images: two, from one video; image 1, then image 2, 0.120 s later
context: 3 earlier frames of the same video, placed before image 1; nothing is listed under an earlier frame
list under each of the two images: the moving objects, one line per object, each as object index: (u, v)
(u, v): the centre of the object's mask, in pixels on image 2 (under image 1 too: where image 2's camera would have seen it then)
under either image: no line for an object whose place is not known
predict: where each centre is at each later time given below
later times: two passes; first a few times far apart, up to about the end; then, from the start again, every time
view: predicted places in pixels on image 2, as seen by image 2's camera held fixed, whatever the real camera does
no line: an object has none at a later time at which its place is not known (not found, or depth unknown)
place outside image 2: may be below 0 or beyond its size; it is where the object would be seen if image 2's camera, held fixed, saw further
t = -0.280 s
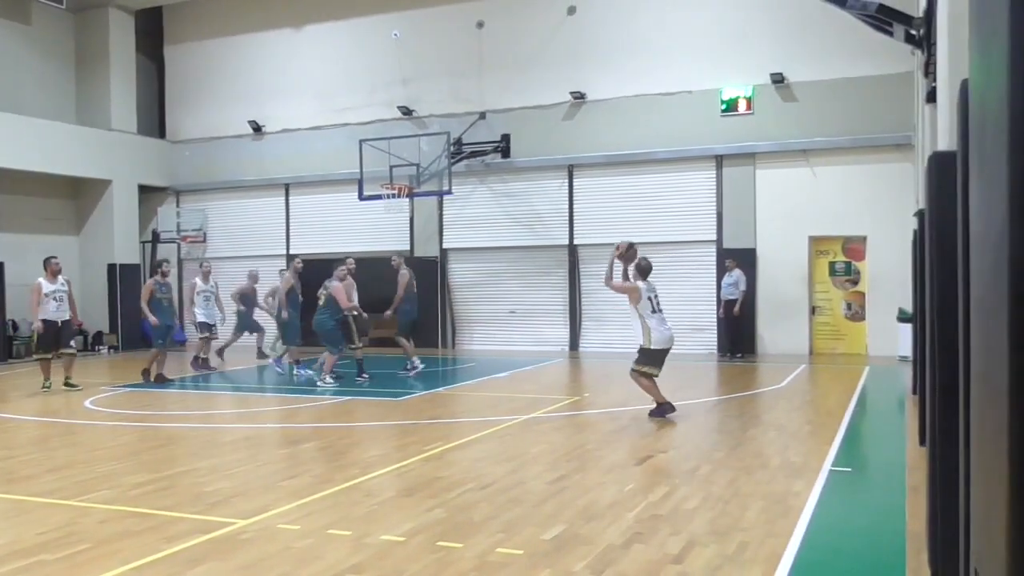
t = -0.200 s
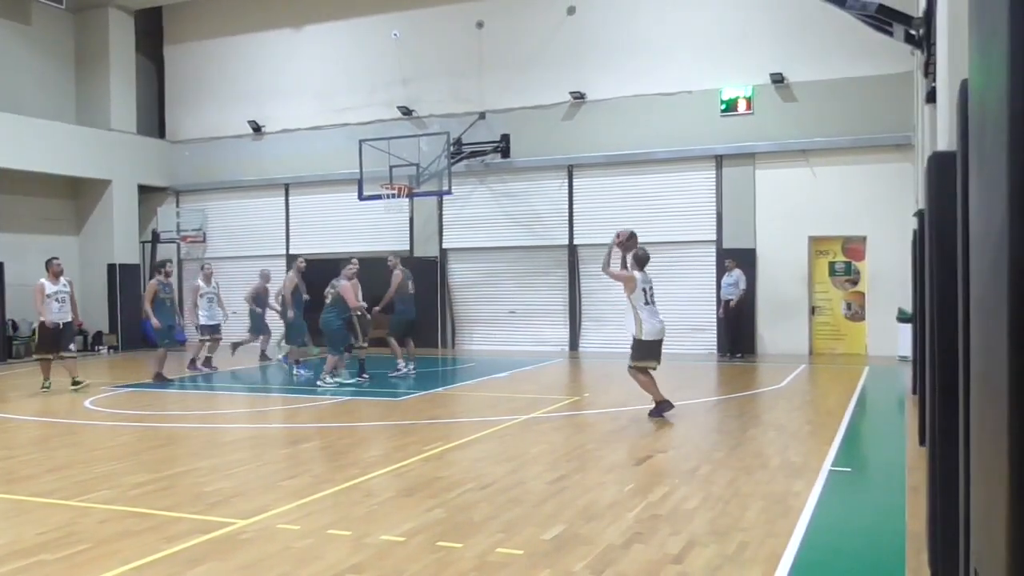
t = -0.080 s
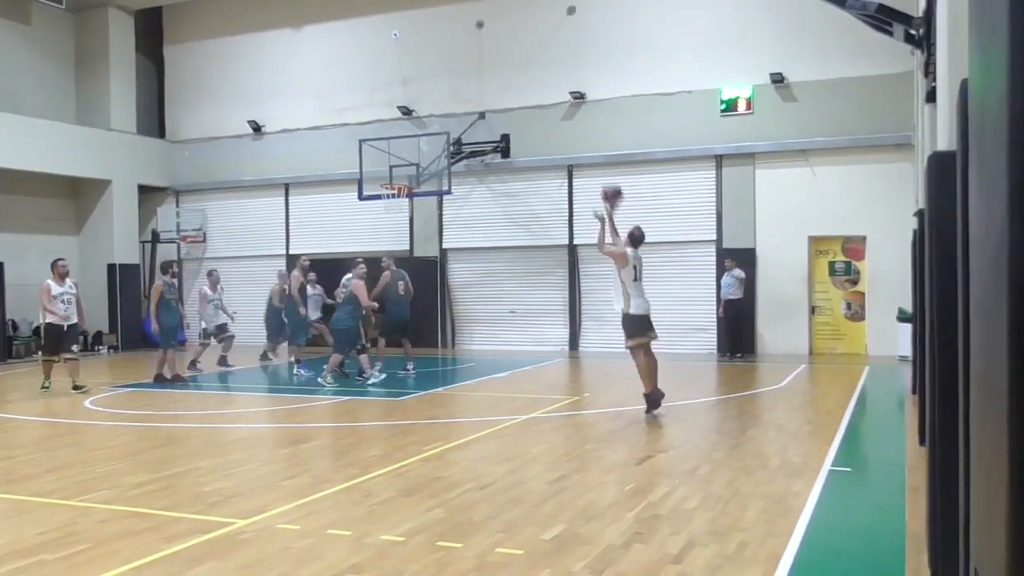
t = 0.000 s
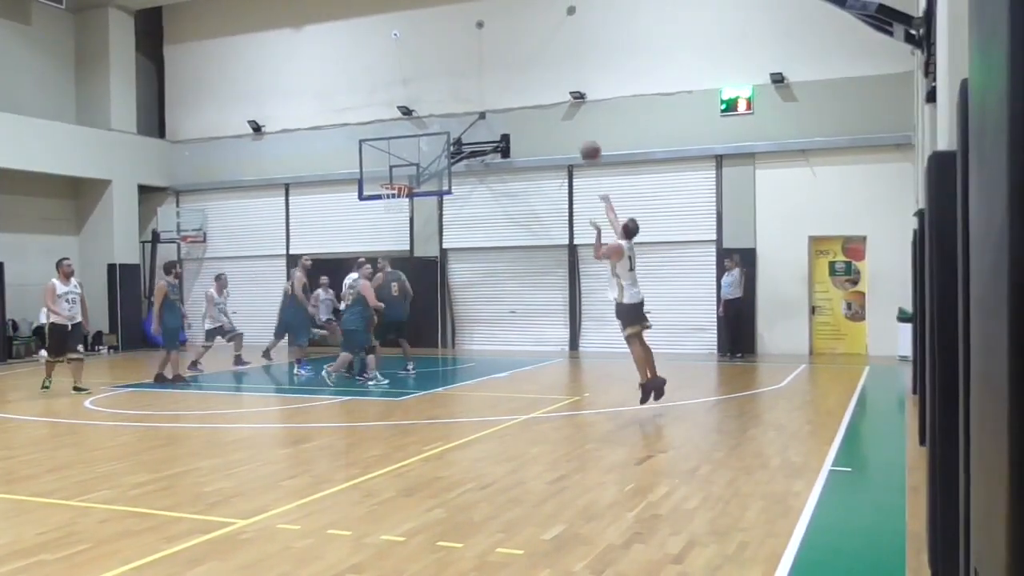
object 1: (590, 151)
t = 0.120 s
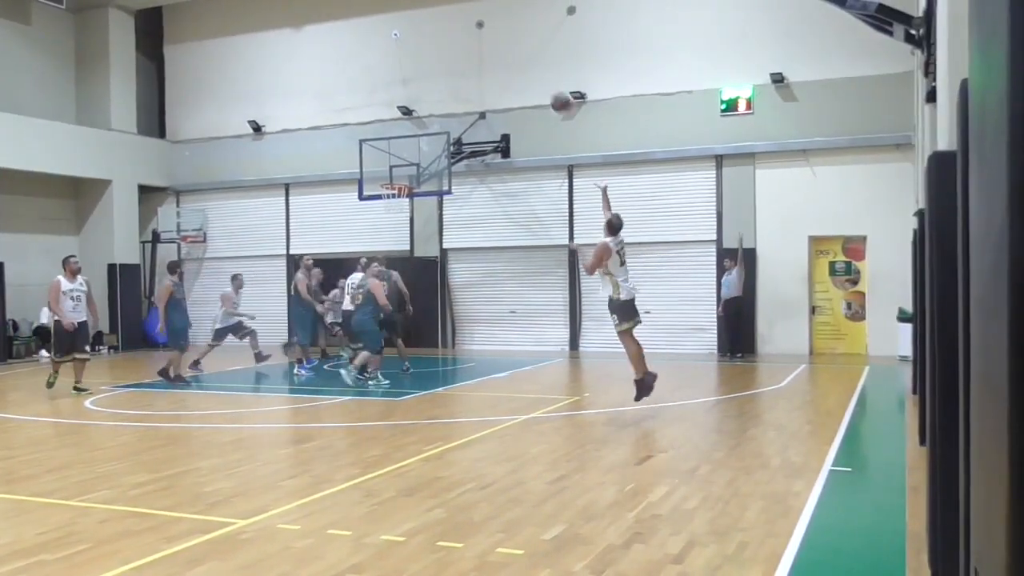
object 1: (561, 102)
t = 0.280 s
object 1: (525, 61)
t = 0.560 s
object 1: (474, 42)
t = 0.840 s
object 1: (435, 76)
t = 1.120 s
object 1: (402, 150)
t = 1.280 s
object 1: (388, 193)
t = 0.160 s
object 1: (552, 90)
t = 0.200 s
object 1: (542, 79)
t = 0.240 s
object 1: (533, 69)
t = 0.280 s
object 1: (525, 61)
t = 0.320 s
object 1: (517, 55)
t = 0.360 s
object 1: (509, 49)
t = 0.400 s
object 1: (502, 46)
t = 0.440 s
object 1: (494, 43)
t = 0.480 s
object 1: (487, 42)
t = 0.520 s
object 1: (480, 41)
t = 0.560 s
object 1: (474, 42)
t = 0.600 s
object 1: (467, 44)
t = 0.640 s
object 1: (462, 47)
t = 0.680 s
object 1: (456, 51)
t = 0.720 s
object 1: (451, 56)
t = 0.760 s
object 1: (445, 62)
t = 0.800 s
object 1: (440, 68)
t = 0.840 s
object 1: (435, 76)
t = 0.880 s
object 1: (430, 84)
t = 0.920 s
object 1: (425, 94)
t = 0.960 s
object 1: (421, 104)
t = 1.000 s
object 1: (414, 114)
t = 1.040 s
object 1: (411, 125)
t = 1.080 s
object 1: (407, 138)
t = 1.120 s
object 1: (402, 150)
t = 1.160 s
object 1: (398, 164)
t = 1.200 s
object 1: (394, 177)
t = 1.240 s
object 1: (390, 186)
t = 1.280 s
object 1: (388, 193)
